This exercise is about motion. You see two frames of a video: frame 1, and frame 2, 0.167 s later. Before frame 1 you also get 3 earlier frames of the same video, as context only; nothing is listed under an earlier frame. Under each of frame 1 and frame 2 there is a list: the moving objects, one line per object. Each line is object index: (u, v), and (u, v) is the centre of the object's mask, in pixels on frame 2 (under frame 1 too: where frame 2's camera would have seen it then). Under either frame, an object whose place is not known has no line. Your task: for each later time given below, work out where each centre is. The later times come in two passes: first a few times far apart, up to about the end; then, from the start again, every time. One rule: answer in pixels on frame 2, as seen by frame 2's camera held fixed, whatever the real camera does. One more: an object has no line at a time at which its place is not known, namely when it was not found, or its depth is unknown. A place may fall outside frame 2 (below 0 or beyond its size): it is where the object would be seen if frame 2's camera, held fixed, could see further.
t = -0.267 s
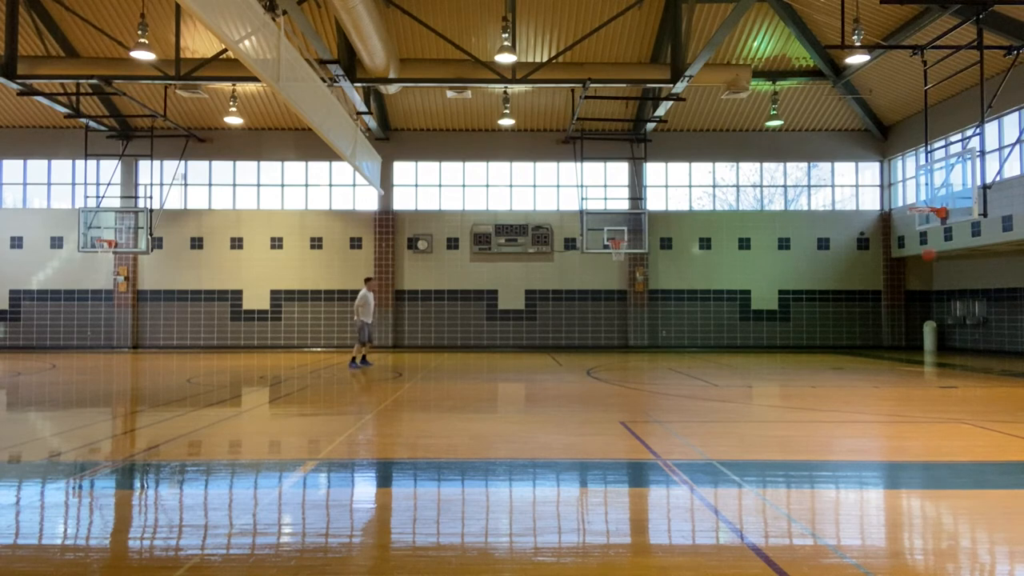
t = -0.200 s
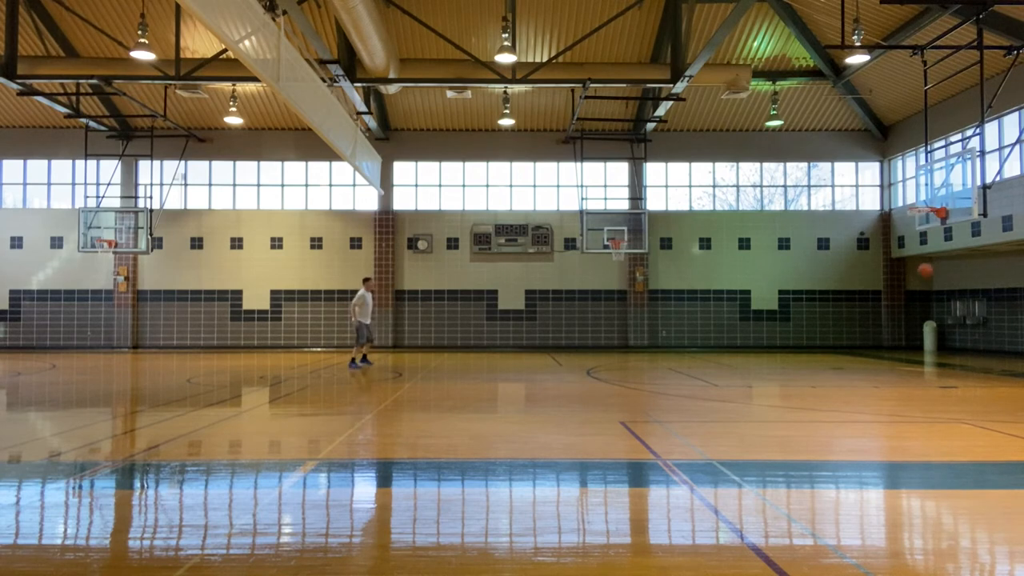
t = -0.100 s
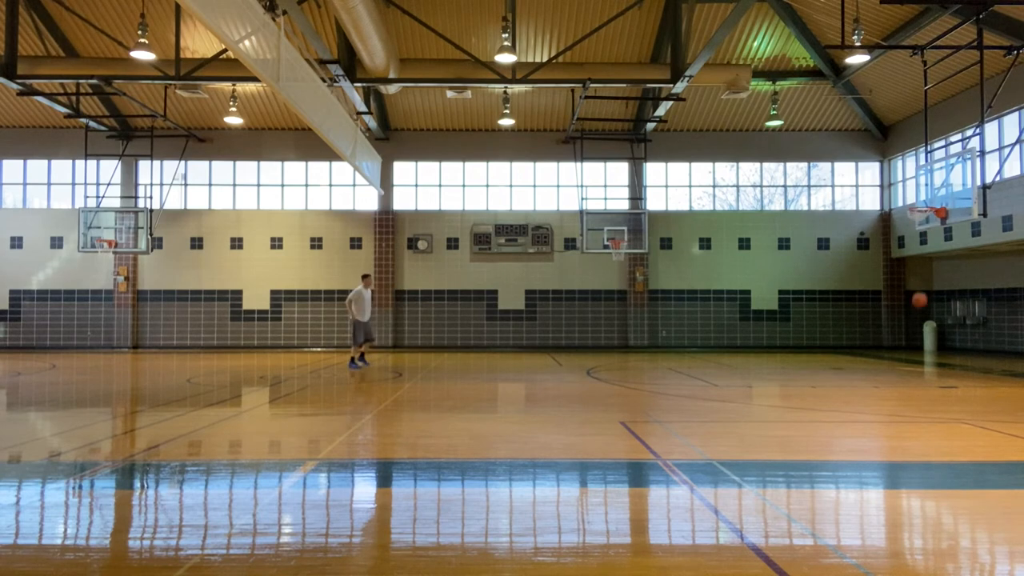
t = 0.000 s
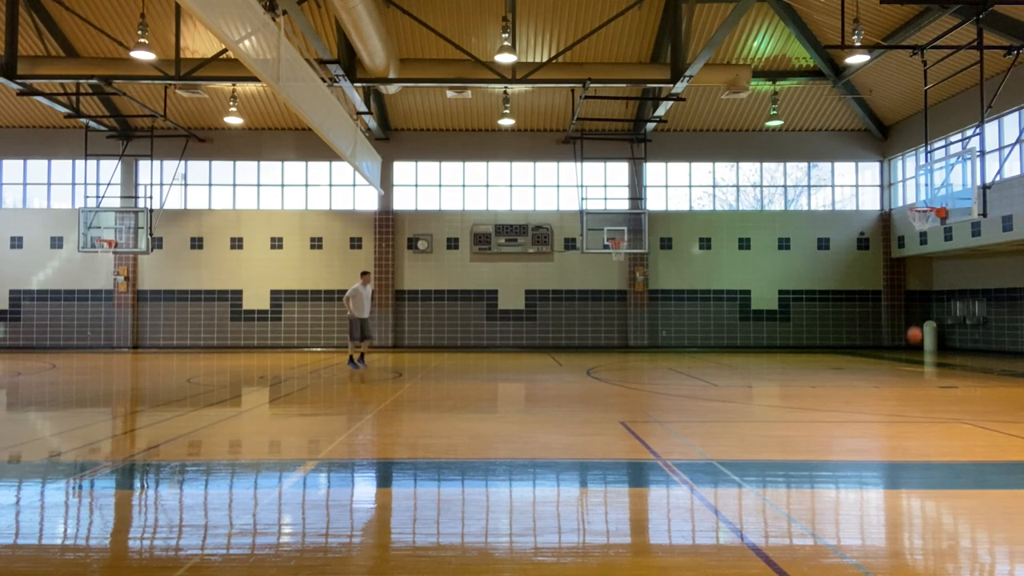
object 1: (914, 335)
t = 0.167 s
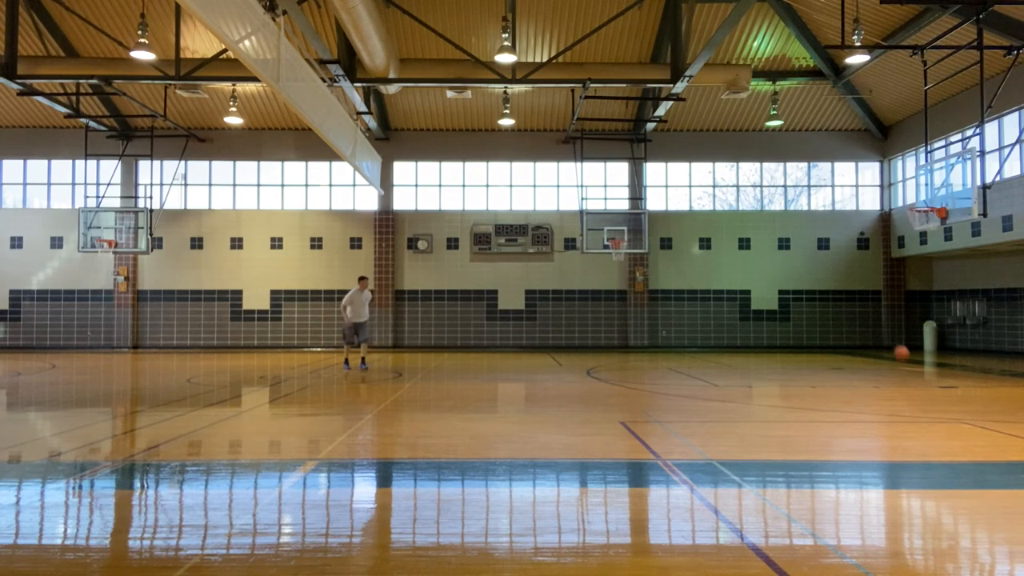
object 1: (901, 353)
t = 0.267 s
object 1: (890, 328)
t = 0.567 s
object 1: (857, 286)
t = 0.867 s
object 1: (825, 295)
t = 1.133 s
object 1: (799, 342)
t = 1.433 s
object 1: (771, 337)
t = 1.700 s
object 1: (748, 322)
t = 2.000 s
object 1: (723, 350)
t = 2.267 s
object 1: (701, 348)
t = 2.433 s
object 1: (688, 342)
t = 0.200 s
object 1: (897, 344)
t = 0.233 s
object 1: (894, 336)
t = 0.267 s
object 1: (890, 328)
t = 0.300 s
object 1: (886, 320)
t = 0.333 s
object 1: (882, 314)
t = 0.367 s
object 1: (878, 308)
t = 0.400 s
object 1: (875, 303)
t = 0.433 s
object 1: (871, 298)
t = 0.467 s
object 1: (868, 294)
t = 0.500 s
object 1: (864, 291)
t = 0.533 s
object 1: (860, 288)
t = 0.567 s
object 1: (857, 286)
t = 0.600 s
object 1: (853, 284)
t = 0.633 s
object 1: (849, 284)
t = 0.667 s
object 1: (846, 284)
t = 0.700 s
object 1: (843, 284)
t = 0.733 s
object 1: (839, 284)
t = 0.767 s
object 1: (836, 286)
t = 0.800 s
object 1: (832, 289)
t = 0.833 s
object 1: (829, 291)
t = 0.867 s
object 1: (825, 295)
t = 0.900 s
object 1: (822, 298)
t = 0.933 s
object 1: (819, 303)
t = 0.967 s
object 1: (815, 308)
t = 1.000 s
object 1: (812, 314)
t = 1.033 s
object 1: (808, 320)
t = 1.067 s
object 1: (805, 327)
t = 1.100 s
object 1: (802, 334)
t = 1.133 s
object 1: (799, 342)
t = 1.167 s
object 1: (795, 350)
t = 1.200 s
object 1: (793, 360)
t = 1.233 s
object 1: (789, 371)
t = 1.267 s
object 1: (786, 367)
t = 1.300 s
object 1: (783, 358)
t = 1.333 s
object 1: (780, 352)
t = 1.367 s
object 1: (777, 346)
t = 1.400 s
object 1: (774, 341)
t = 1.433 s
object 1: (771, 337)
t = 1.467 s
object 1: (768, 333)
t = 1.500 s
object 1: (766, 329)
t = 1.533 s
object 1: (762, 326)
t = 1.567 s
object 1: (759, 324)
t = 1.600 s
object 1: (757, 323)
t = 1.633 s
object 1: (754, 322)
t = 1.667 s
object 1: (751, 321)
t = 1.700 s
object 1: (748, 322)
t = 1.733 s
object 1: (745, 322)
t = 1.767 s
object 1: (743, 324)
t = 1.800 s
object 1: (740, 326)
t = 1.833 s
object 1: (737, 328)
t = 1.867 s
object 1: (734, 332)
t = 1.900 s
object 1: (732, 336)
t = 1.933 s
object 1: (729, 339)
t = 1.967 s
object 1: (726, 345)
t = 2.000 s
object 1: (723, 350)
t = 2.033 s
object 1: (721, 357)
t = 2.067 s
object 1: (718, 364)
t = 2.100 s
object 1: (716, 372)
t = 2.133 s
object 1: (713, 366)
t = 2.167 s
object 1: (710, 360)
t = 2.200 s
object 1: (707, 356)
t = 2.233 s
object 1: (704, 352)
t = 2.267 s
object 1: (701, 348)
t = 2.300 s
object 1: (698, 346)
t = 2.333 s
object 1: (696, 344)
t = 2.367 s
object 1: (693, 343)
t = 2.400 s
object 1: (690, 342)
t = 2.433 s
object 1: (688, 342)
